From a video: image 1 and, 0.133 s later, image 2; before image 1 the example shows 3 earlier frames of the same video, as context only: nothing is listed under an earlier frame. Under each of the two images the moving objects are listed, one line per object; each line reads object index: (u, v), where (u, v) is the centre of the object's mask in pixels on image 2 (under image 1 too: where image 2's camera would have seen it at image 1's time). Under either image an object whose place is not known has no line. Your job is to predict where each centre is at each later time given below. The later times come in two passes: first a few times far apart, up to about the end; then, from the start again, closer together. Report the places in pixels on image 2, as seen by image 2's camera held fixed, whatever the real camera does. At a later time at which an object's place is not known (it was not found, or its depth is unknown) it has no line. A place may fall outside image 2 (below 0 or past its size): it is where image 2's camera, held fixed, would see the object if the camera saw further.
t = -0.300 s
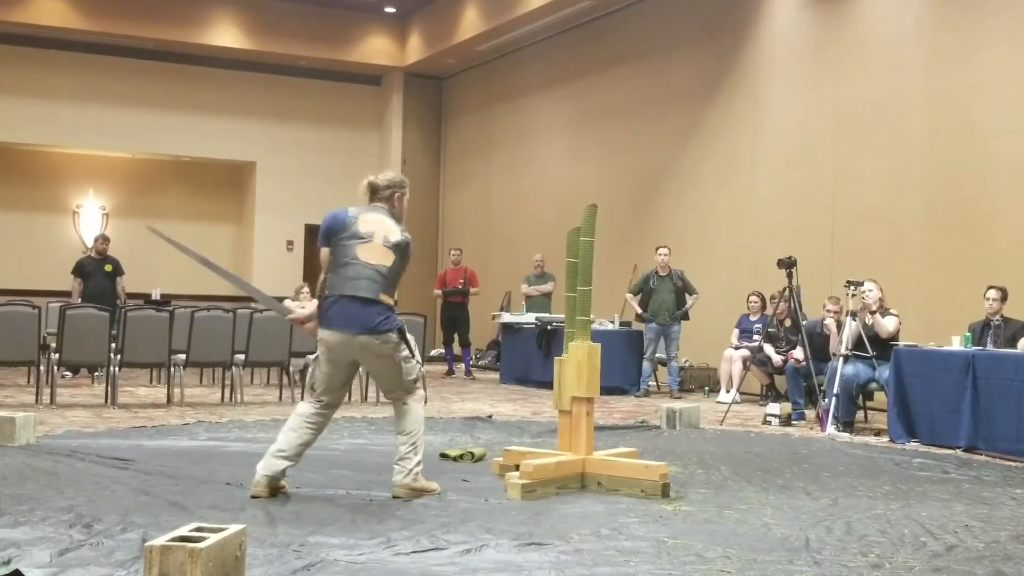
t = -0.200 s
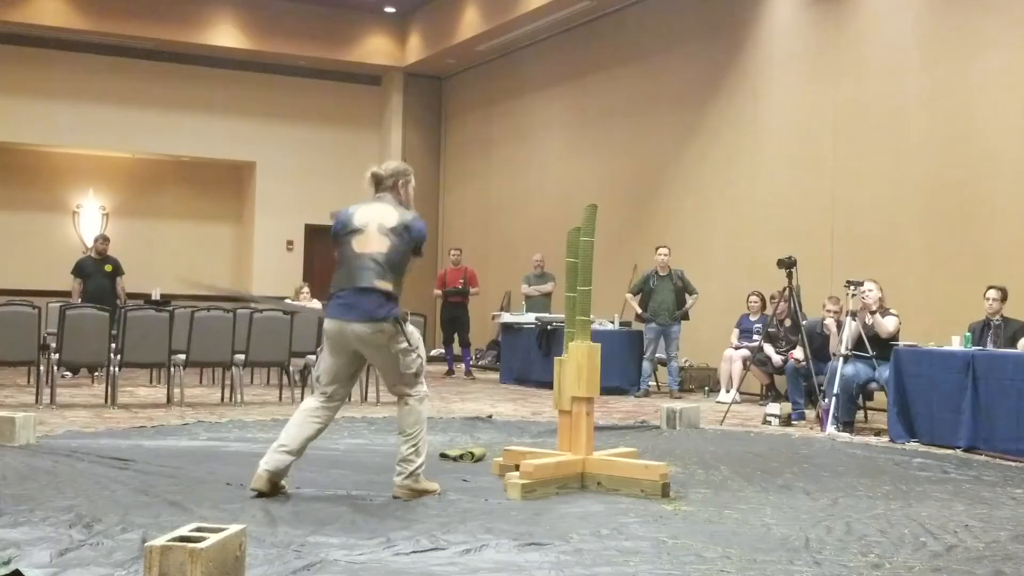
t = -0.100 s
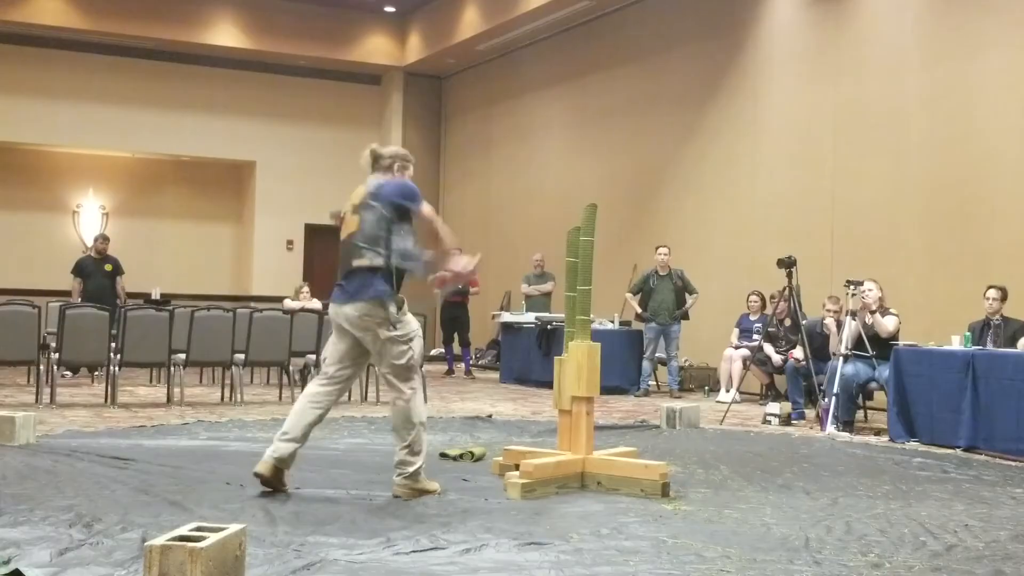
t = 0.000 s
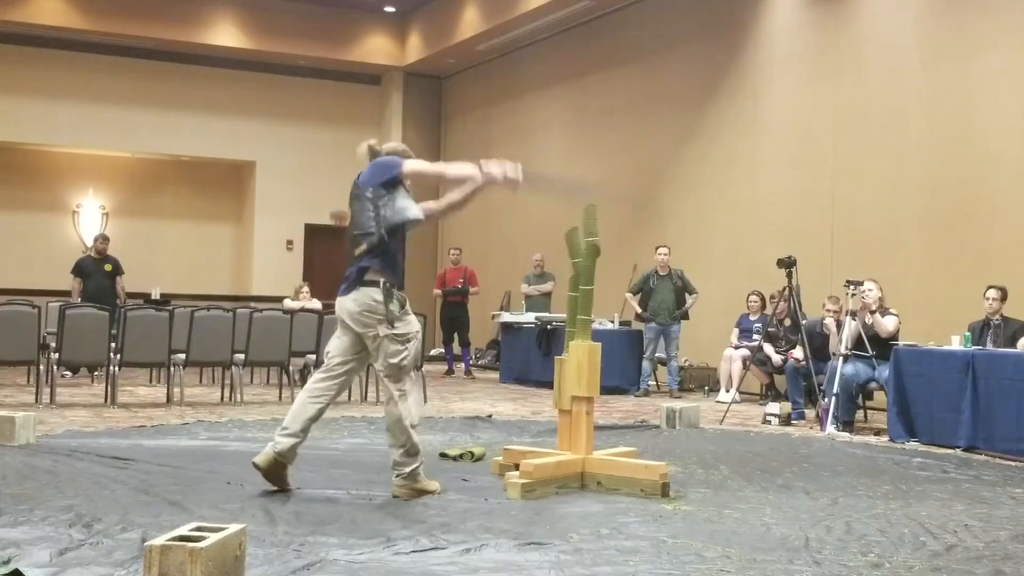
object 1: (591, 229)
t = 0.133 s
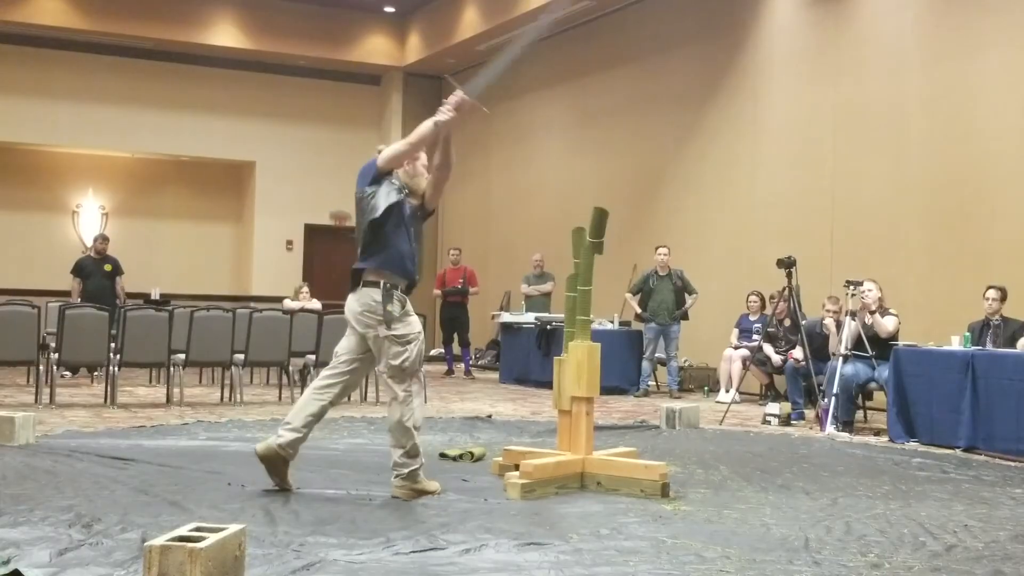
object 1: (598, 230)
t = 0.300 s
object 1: (607, 239)
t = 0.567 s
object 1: (629, 340)
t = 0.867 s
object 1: (654, 432)
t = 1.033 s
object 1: (673, 470)
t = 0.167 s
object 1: (599, 230)
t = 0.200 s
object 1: (600, 231)
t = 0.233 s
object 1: (600, 233)
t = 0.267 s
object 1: (601, 235)
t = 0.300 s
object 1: (607, 239)
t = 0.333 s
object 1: (609, 244)
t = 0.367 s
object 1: (612, 251)
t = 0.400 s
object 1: (615, 260)
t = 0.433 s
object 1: (618, 272)
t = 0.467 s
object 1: (621, 284)
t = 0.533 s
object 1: (627, 319)
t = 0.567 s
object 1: (629, 340)
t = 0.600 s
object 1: (630, 360)
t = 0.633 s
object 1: (633, 385)
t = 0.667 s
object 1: (636, 413)
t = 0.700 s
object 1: (638, 443)
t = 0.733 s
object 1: (641, 433)
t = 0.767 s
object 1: (645, 430)
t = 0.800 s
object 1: (648, 429)
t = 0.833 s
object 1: (652, 429)
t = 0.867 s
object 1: (654, 432)
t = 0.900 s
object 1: (657, 437)
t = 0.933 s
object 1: (662, 445)
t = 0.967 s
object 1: (665, 451)
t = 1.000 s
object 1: (670, 462)
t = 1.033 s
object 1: (673, 470)
